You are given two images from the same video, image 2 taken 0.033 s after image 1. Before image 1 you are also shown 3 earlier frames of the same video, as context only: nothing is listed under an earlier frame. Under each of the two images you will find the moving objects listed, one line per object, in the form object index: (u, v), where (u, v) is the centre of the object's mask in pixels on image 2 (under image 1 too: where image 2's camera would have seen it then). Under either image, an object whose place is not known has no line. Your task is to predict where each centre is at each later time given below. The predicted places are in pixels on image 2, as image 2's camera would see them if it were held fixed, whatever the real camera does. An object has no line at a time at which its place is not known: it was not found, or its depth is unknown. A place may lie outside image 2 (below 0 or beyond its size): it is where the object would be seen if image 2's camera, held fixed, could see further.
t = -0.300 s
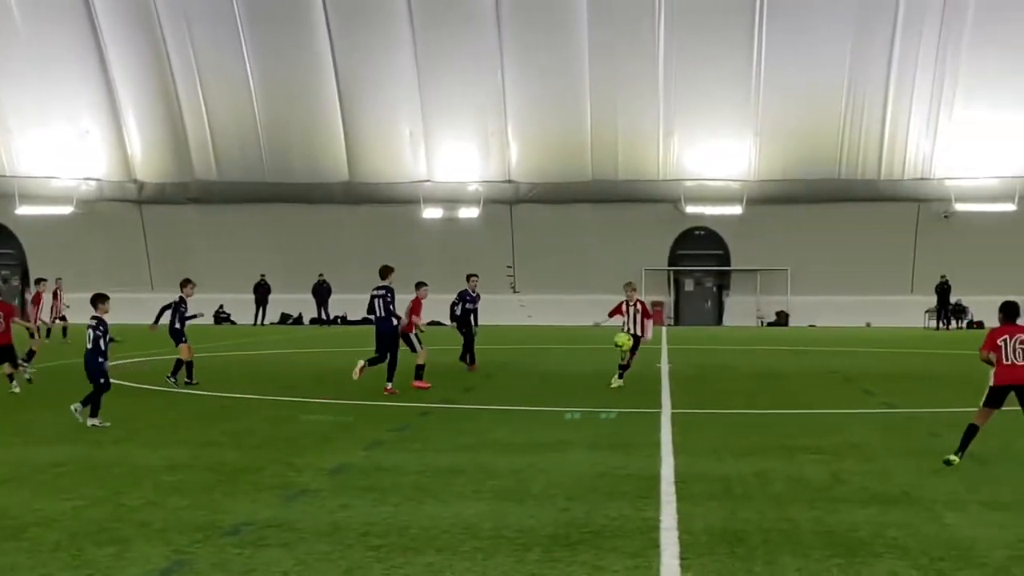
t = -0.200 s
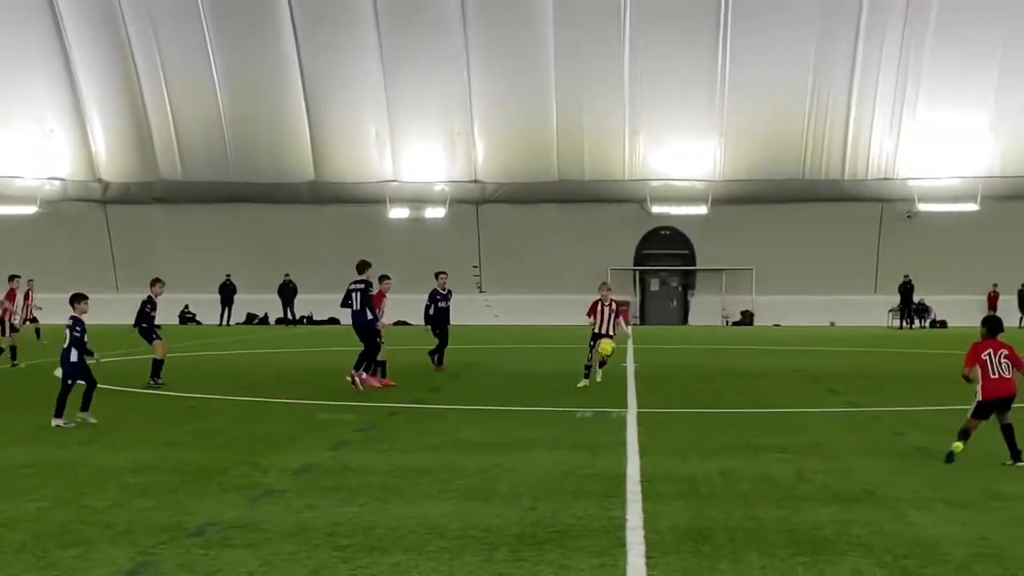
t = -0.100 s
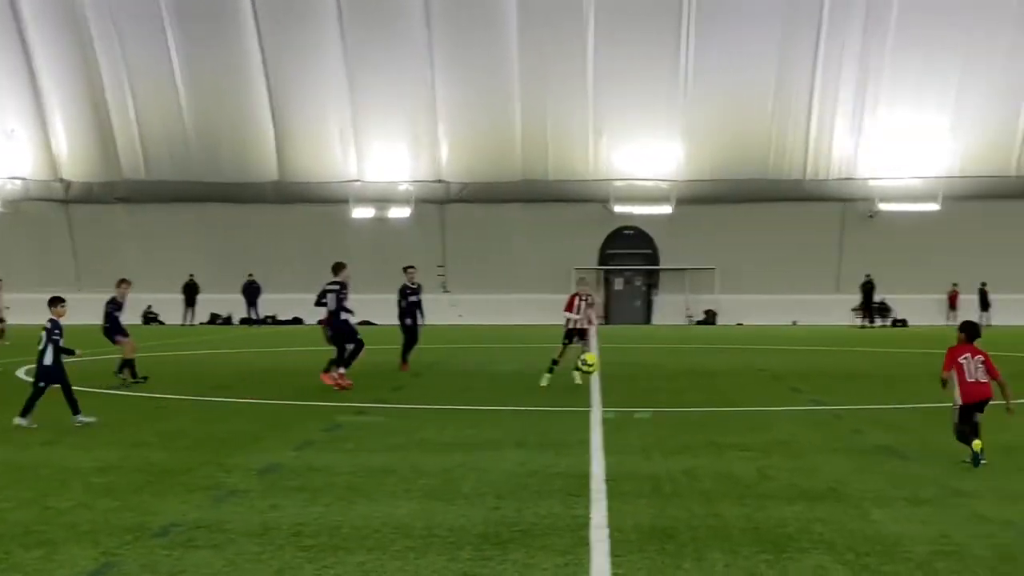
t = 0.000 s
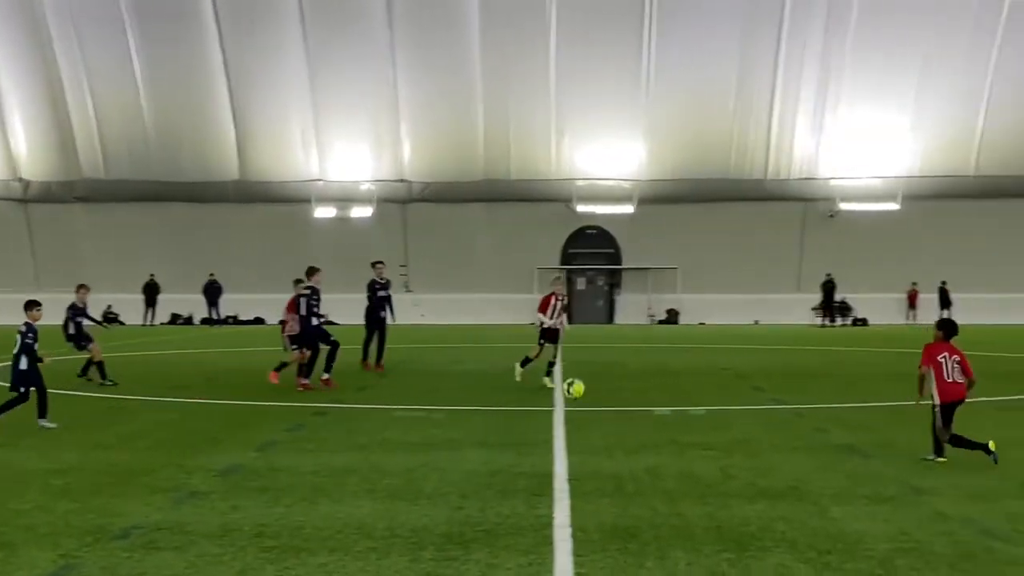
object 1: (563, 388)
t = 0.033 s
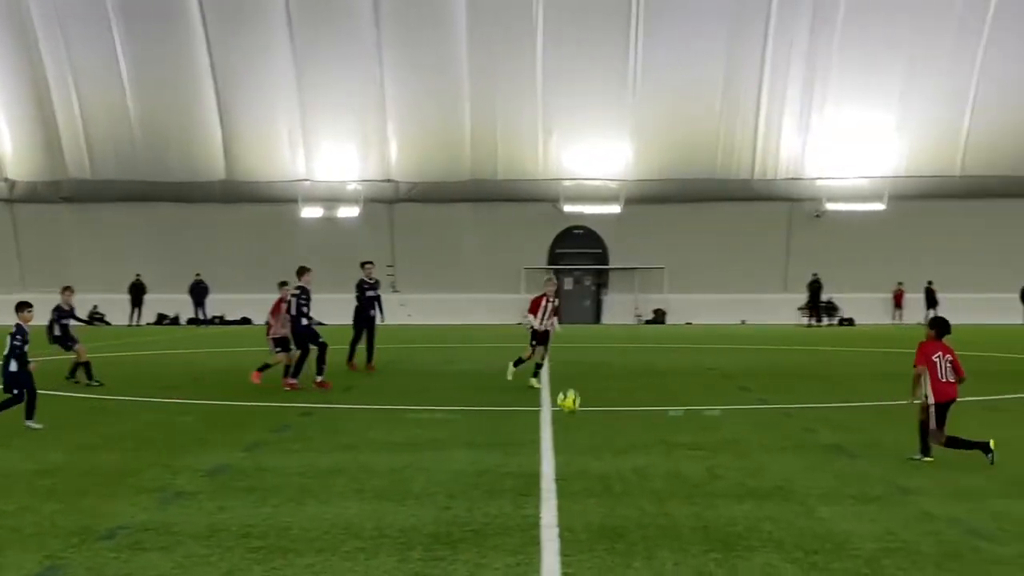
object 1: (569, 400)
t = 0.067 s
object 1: (575, 413)
